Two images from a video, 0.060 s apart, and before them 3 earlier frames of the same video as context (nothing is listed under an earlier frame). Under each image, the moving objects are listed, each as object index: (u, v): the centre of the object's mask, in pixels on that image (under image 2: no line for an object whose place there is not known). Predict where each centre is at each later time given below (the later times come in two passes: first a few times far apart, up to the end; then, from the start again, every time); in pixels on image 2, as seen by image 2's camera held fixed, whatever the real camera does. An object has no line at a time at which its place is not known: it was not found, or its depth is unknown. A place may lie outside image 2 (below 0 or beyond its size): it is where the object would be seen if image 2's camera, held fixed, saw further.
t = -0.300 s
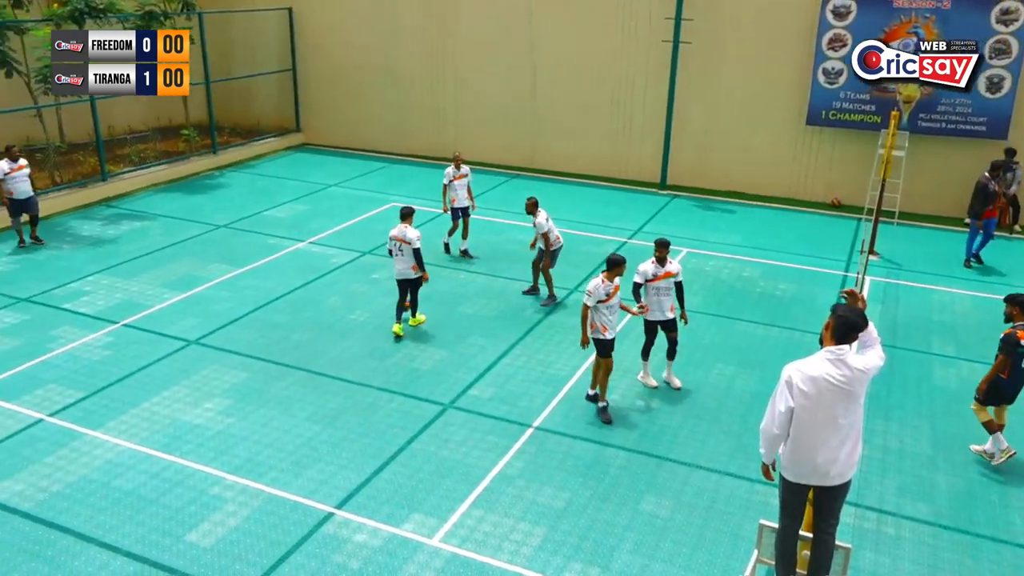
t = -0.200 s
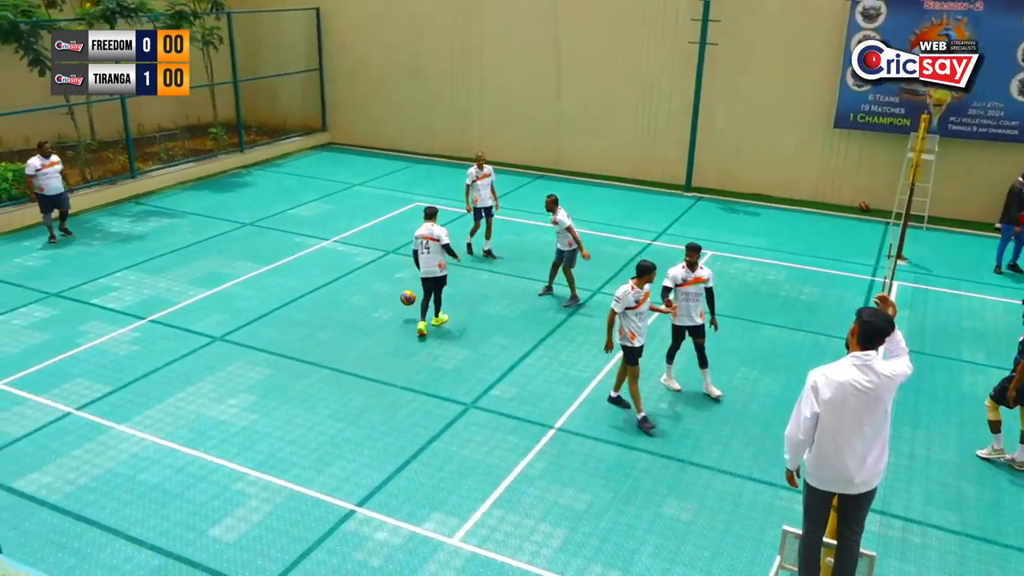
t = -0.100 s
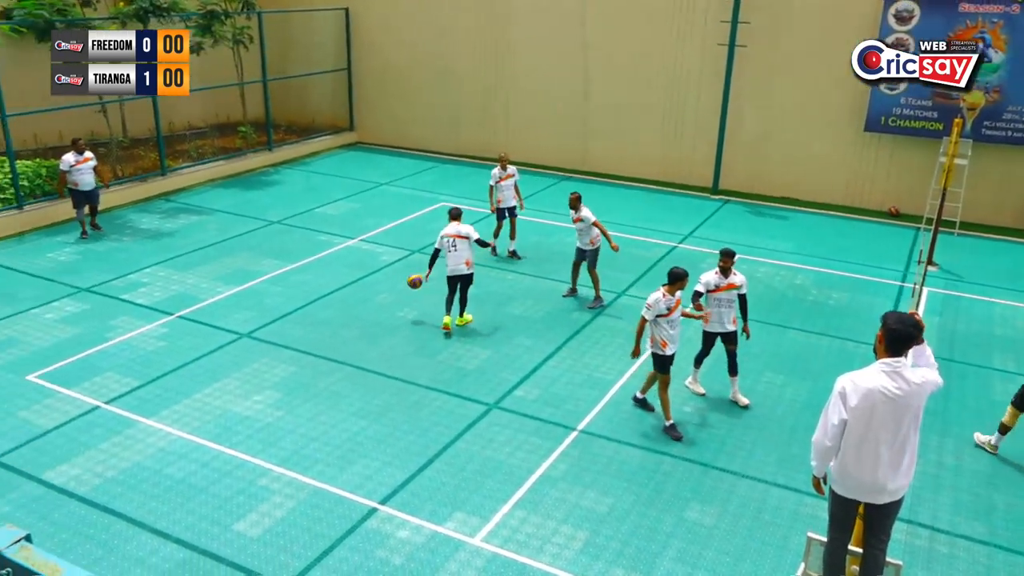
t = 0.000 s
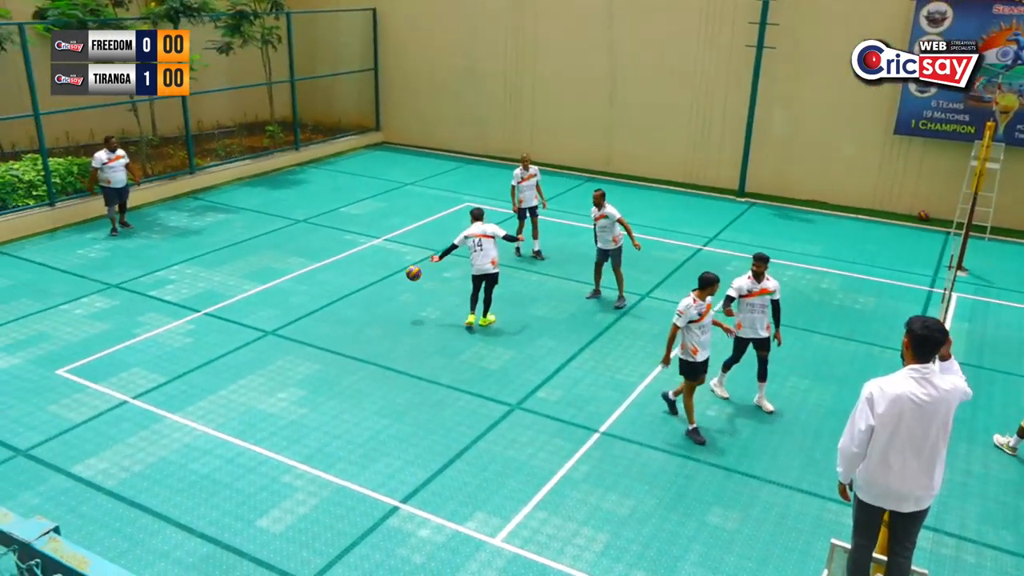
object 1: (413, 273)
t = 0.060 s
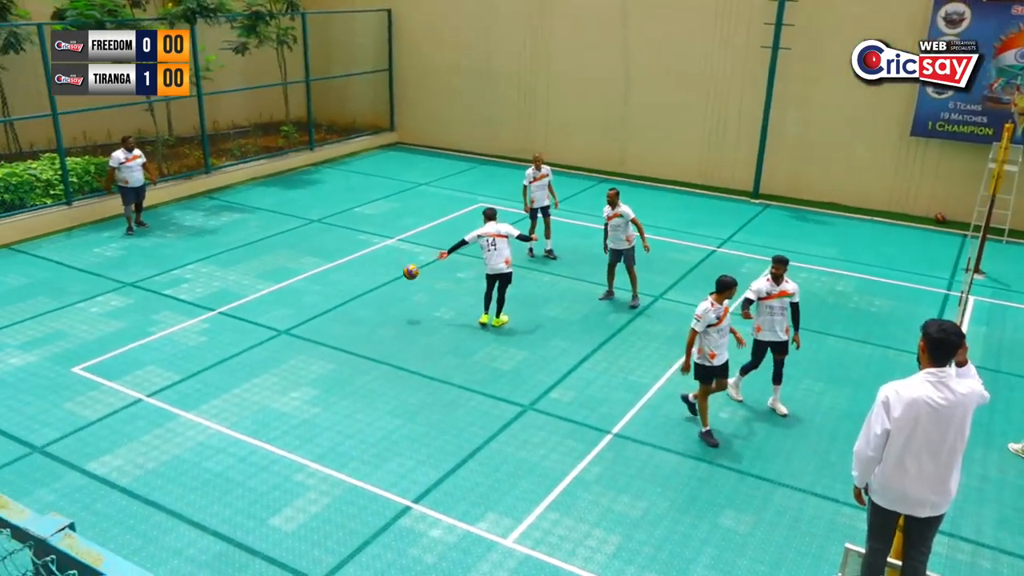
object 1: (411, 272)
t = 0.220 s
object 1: (371, 281)
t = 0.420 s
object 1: (324, 302)
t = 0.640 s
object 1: (277, 275)
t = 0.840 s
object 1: (236, 278)
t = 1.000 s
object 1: (208, 299)
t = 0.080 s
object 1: (406, 272)
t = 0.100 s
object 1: (400, 272)
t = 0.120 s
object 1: (395, 273)
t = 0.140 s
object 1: (390, 274)
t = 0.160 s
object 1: (386, 276)
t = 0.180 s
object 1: (381, 277)
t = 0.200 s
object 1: (376, 278)
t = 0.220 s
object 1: (371, 281)
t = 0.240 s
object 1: (366, 283)
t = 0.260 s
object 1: (361, 285)
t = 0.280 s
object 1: (356, 288)
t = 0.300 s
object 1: (352, 291)
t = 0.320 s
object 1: (347, 294)
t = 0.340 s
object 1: (342, 298)
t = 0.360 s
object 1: (337, 302)
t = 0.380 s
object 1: (332, 307)
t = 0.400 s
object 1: (328, 307)
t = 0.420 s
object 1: (324, 302)
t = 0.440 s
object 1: (319, 298)
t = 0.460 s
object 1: (315, 295)
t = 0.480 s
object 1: (311, 292)
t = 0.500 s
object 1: (307, 289)
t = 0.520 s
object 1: (303, 286)
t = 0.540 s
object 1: (298, 283)
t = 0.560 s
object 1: (294, 281)
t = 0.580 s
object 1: (289, 279)
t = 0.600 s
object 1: (285, 277)
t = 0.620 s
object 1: (281, 276)
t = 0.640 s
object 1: (277, 275)
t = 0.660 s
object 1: (273, 274)
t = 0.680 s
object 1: (269, 274)
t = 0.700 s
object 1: (265, 273)
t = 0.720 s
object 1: (261, 273)
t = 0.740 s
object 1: (257, 273)
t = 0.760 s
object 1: (253, 273)
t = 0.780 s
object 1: (249, 274)
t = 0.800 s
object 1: (245, 275)
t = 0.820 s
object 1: (241, 276)
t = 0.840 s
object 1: (236, 278)
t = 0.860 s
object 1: (233, 280)
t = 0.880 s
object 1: (229, 282)
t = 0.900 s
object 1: (225, 284)
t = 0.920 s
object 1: (222, 287)
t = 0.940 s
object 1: (219, 289)
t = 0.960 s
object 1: (215, 293)
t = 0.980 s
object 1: (211, 296)
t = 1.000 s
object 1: (208, 299)
